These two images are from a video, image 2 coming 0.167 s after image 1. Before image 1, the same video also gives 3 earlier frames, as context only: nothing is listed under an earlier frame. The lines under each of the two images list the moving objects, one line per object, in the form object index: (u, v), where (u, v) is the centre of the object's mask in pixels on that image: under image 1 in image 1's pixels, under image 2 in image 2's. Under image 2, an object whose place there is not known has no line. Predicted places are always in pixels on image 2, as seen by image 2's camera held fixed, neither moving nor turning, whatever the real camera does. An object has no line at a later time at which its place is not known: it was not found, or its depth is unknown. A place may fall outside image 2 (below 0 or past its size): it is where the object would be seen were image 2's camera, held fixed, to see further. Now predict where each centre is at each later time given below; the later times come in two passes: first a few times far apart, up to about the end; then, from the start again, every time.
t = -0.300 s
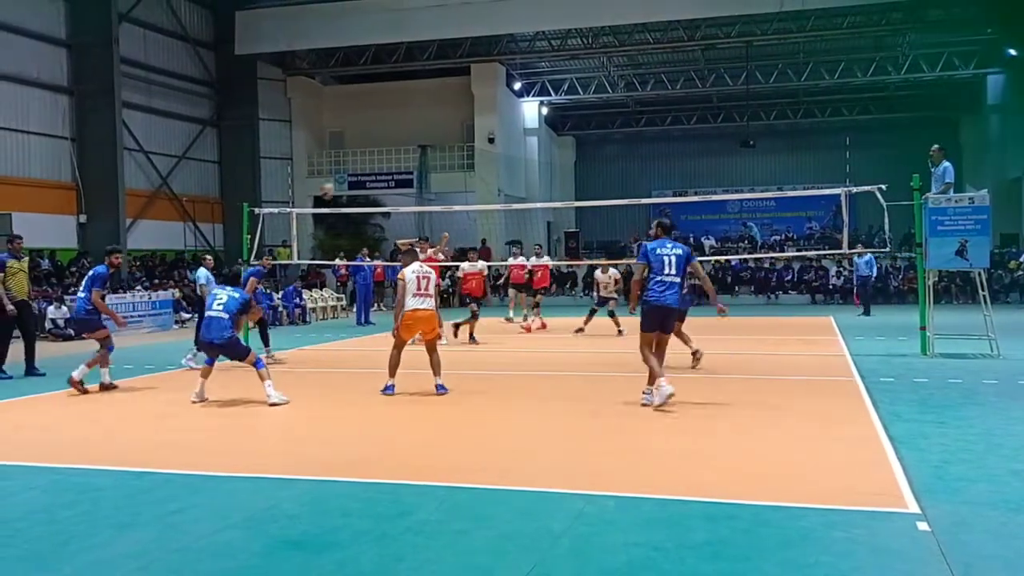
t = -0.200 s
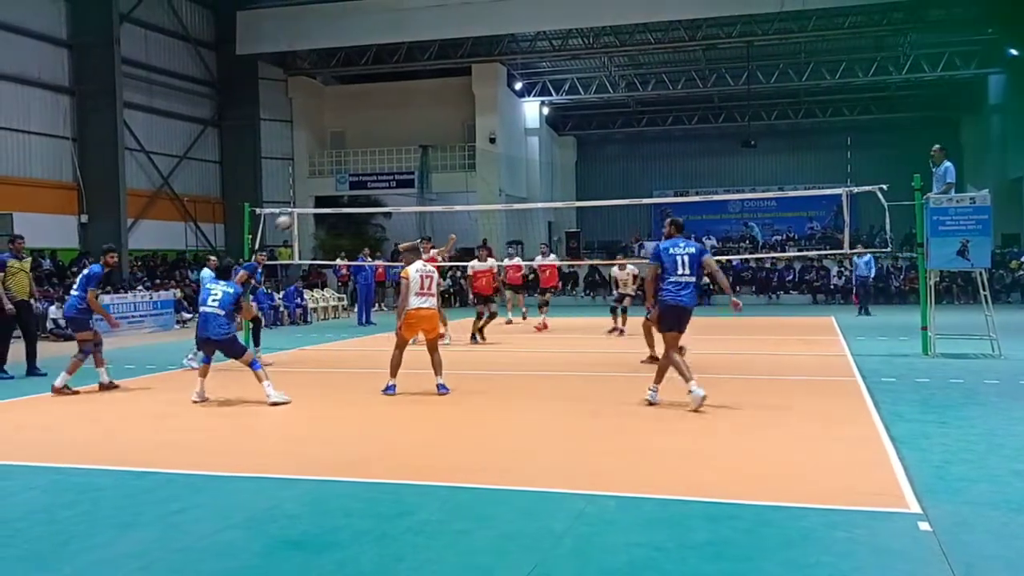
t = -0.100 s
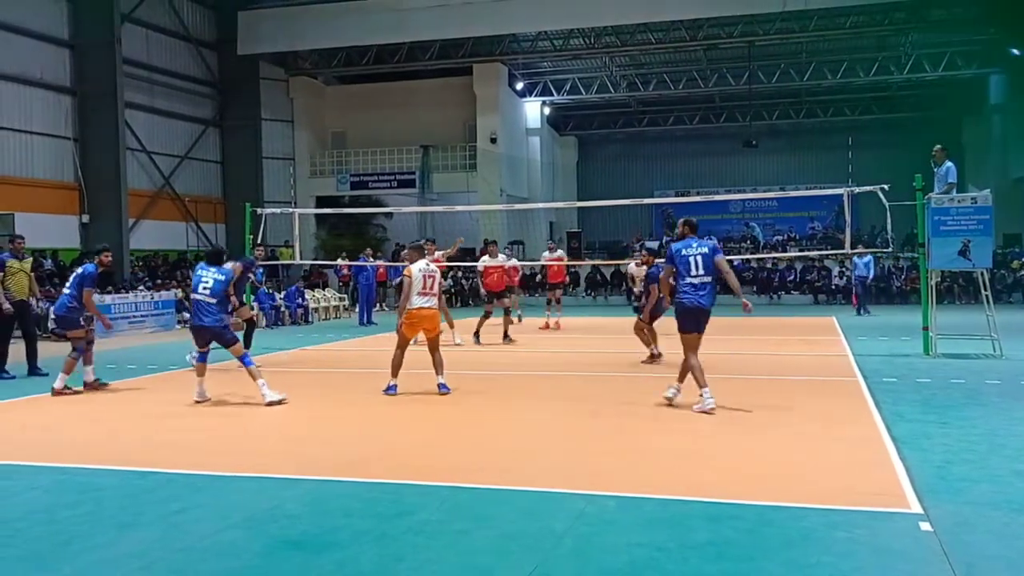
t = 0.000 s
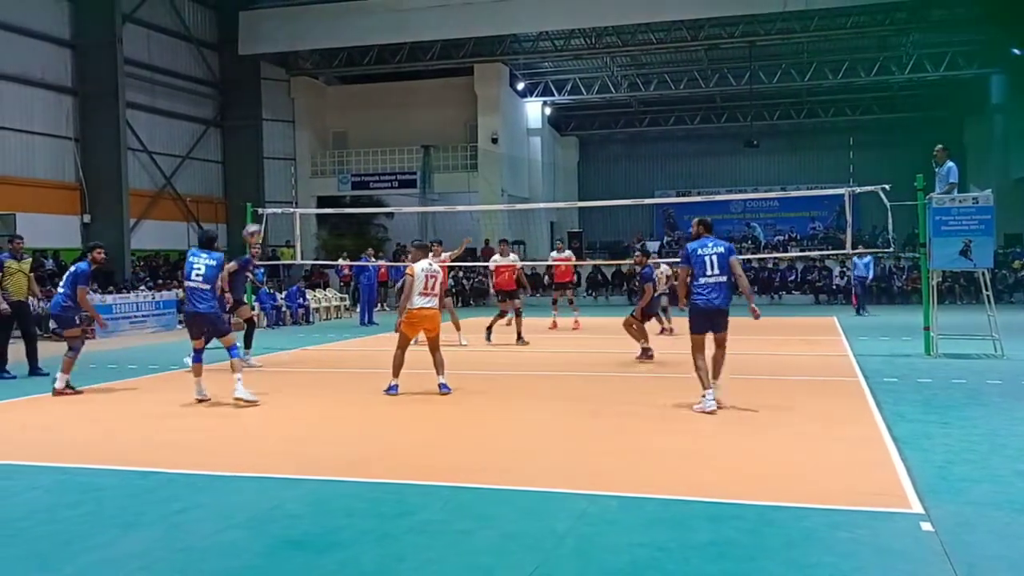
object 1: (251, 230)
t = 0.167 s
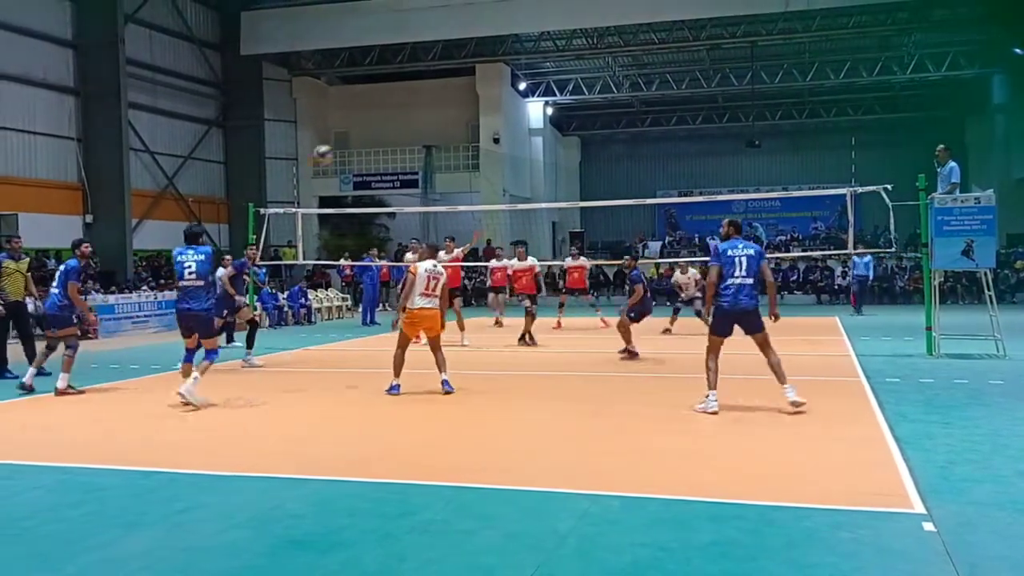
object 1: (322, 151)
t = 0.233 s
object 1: (348, 126)
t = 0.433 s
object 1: (427, 80)
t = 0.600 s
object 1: (488, 65)
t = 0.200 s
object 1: (335, 139)
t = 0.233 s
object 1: (348, 126)
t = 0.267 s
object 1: (362, 117)
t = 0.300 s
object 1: (374, 107)
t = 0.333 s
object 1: (387, 98)
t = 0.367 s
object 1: (401, 91)
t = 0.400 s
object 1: (413, 85)
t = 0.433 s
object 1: (427, 80)
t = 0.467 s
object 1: (439, 75)
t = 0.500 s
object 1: (451, 72)
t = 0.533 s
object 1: (464, 69)
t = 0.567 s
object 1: (476, 66)
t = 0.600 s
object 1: (488, 65)
